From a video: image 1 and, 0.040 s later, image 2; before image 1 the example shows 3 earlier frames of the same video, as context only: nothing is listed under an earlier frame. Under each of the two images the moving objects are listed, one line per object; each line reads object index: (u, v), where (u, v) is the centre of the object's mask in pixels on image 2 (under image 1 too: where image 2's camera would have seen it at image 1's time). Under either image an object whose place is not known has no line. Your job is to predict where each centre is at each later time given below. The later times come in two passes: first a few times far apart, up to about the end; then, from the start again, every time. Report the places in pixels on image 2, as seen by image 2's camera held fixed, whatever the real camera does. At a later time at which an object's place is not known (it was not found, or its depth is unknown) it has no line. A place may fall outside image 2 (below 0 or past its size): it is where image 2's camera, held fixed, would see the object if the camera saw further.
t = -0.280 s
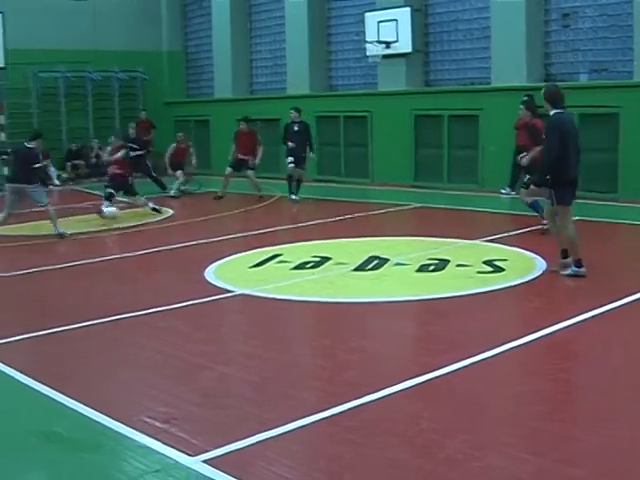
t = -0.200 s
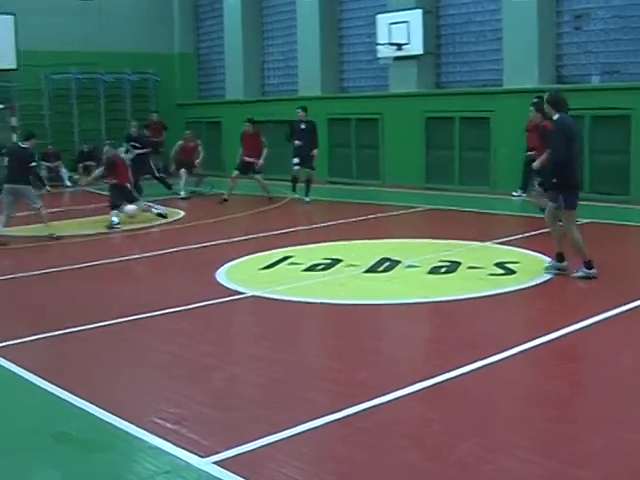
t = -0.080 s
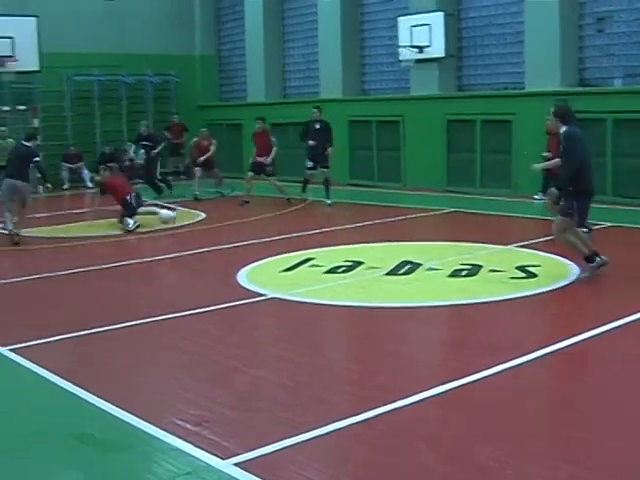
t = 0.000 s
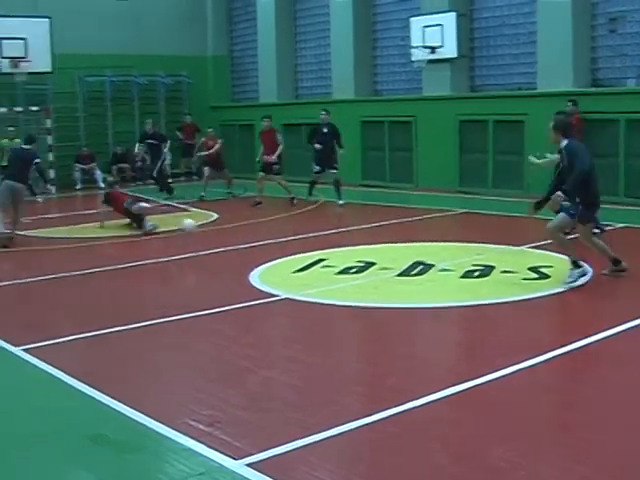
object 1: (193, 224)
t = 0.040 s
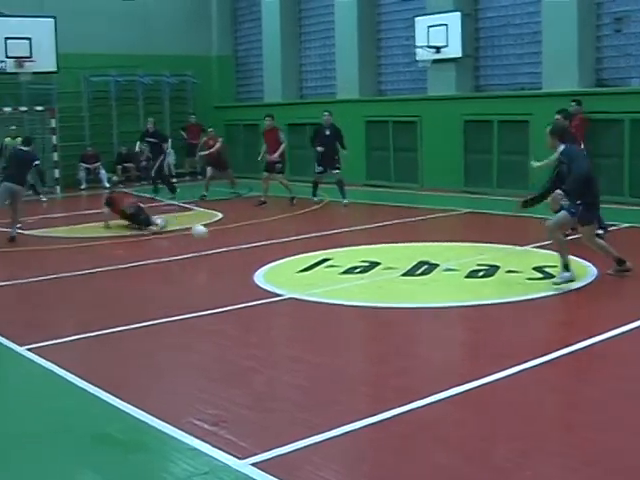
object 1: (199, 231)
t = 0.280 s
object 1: (224, 252)
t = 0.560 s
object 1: (246, 278)
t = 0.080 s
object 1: (205, 239)
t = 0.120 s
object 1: (211, 249)
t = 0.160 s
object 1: (215, 249)
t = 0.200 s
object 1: (218, 248)
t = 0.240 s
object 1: (221, 249)
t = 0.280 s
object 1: (224, 252)
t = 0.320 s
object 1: (227, 256)
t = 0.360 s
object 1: (231, 262)
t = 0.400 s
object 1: (235, 270)
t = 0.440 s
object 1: (238, 271)
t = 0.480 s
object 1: (240, 271)
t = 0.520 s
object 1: (243, 273)
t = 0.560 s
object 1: (246, 278)
